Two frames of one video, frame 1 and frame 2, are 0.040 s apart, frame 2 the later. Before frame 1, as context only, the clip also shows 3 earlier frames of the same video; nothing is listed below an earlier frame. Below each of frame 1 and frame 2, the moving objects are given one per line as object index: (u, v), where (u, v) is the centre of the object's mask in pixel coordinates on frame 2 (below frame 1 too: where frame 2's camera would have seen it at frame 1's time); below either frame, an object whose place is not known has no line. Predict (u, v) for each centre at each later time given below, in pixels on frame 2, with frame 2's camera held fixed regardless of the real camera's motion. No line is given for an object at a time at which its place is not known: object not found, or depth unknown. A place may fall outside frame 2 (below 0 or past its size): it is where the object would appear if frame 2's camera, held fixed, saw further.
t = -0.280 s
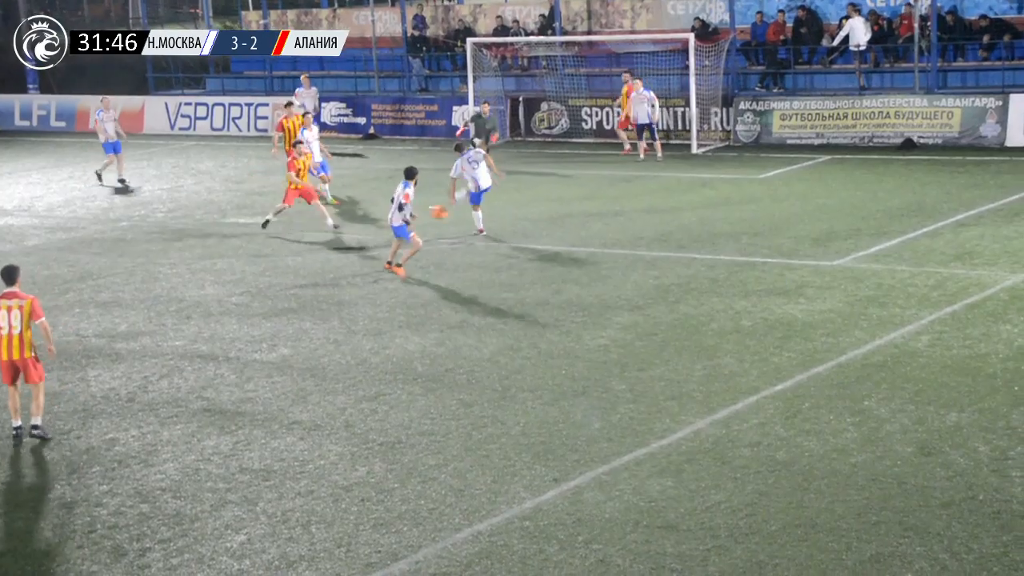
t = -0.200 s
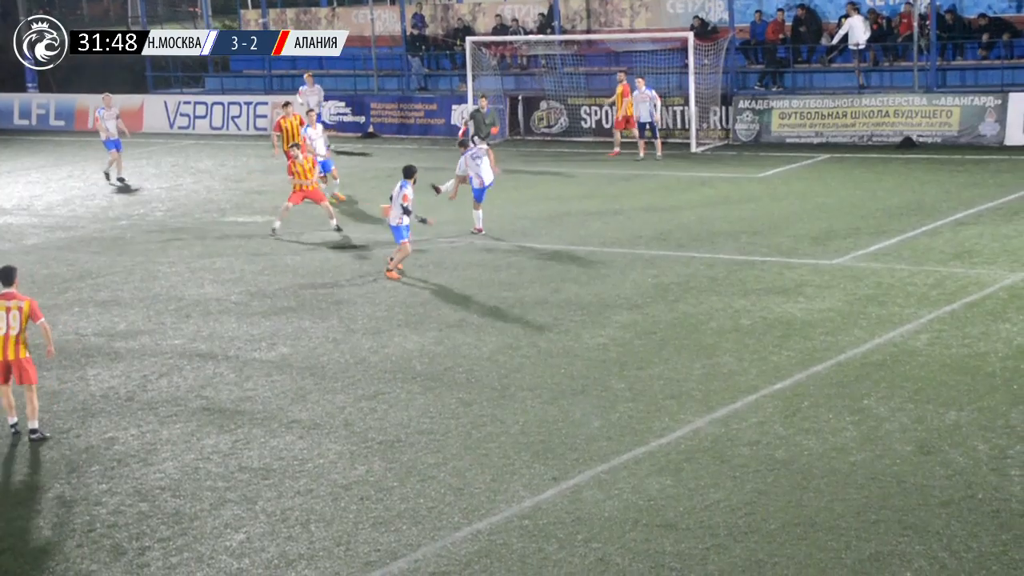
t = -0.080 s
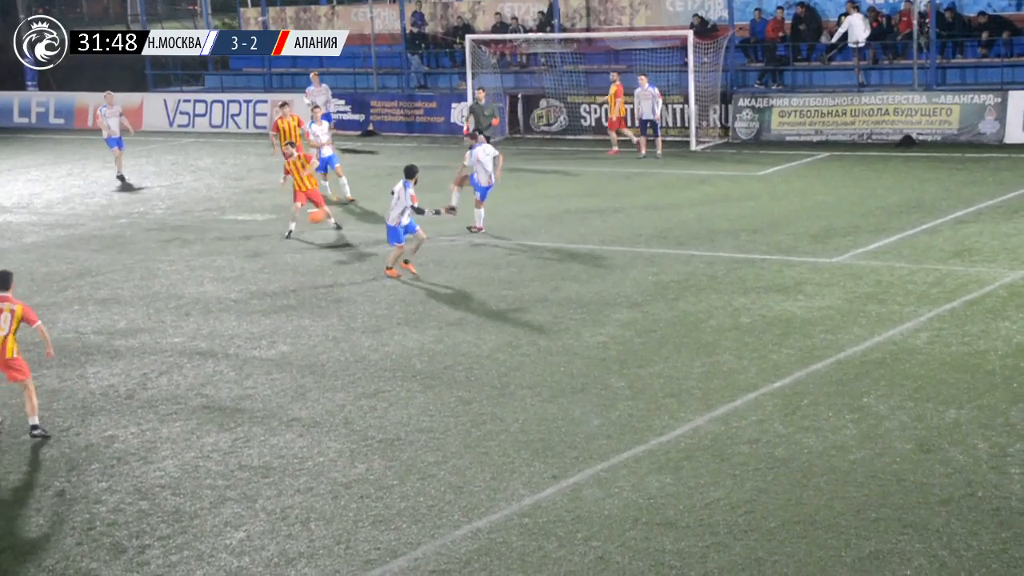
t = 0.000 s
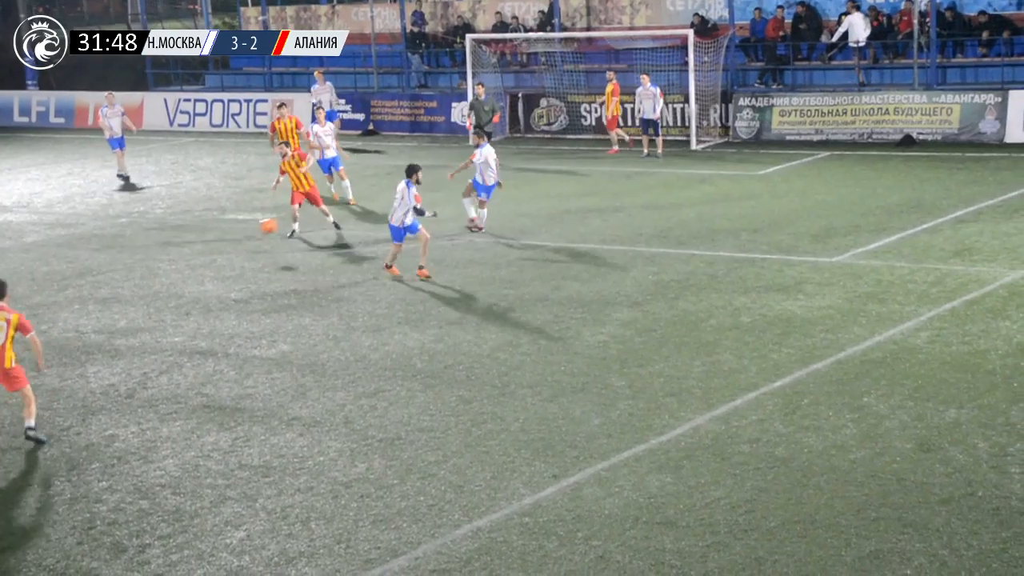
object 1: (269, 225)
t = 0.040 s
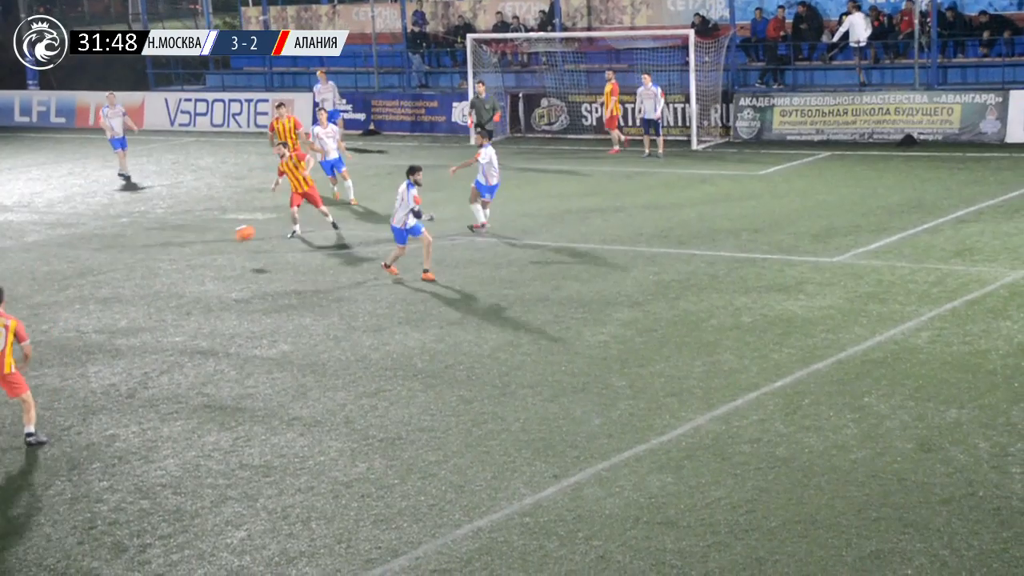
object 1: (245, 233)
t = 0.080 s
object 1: (221, 241)
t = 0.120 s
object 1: (196, 251)
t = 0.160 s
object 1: (172, 265)
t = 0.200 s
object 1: (152, 267)
